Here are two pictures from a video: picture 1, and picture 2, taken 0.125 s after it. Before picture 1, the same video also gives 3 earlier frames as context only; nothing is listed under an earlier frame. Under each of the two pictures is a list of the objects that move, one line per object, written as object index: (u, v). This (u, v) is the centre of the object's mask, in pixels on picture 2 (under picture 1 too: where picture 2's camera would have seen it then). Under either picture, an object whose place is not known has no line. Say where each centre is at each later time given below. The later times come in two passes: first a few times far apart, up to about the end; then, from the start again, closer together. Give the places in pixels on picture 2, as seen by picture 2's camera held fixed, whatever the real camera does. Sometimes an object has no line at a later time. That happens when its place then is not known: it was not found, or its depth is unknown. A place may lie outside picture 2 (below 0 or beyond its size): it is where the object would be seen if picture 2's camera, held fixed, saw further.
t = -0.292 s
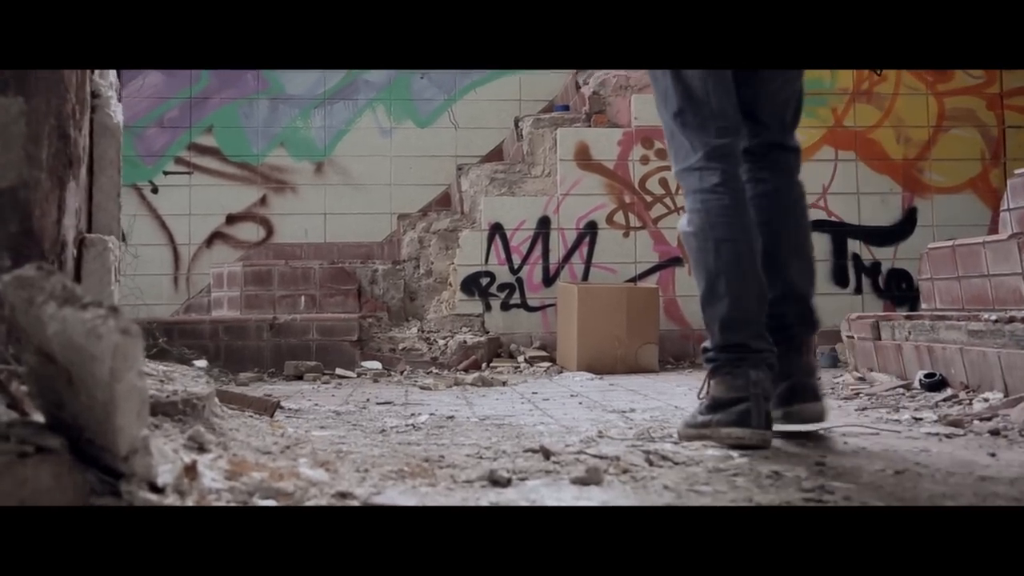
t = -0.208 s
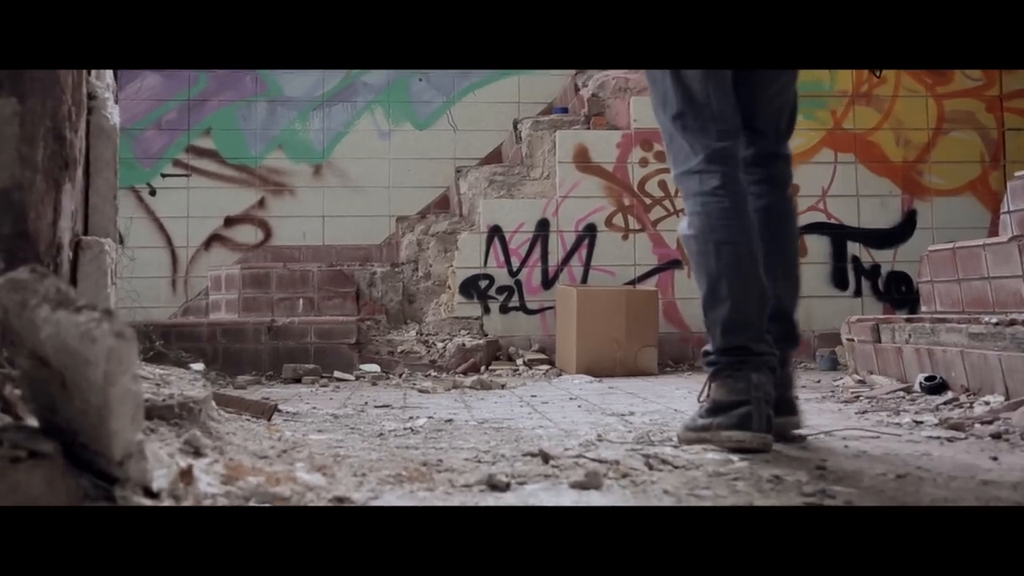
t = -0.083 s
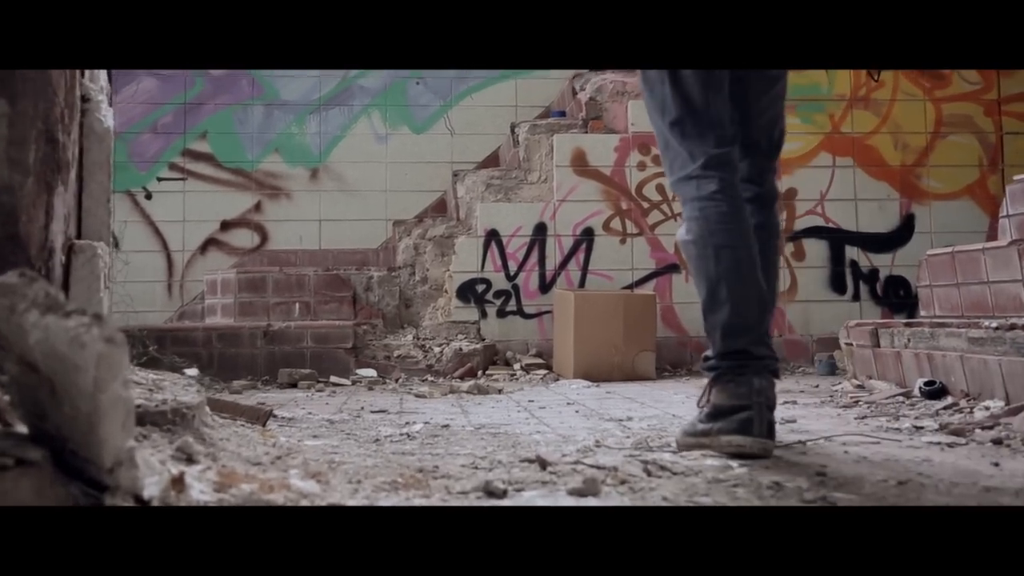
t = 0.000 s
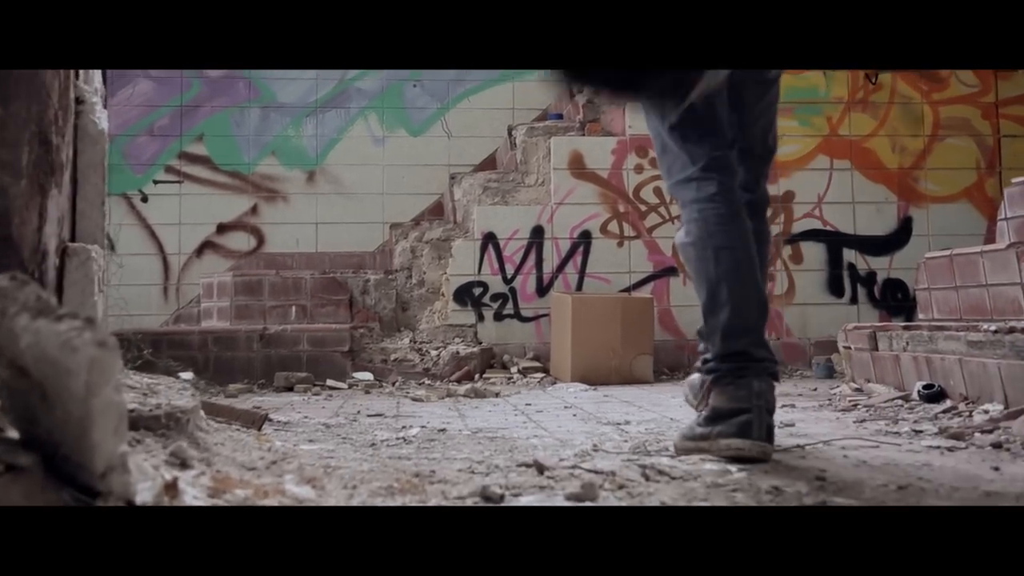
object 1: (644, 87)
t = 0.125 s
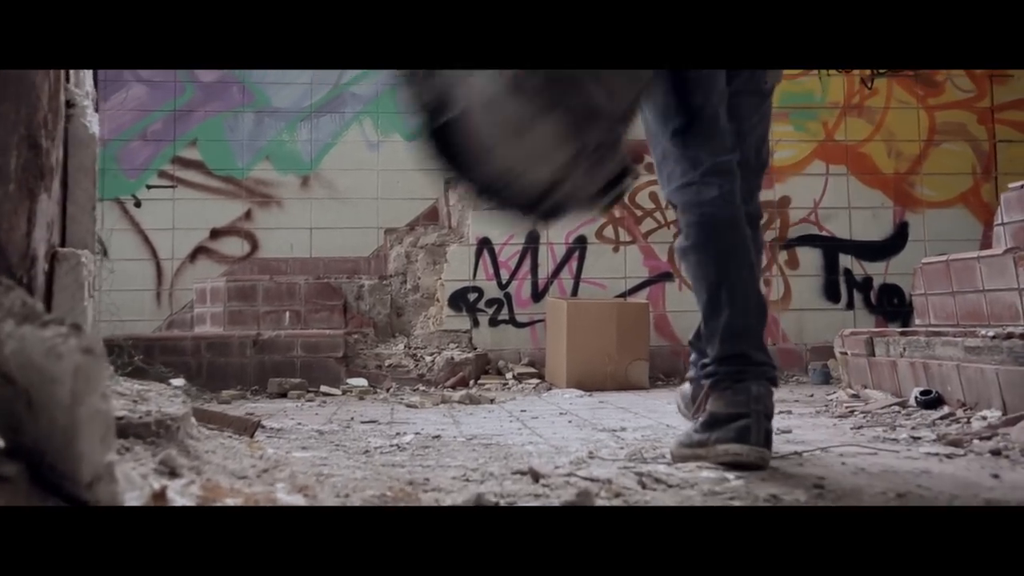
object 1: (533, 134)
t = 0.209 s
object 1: (474, 156)
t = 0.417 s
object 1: (328, 235)
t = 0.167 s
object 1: (508, 143)
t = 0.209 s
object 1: (474, 156)
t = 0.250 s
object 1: (435, 170)
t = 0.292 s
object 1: (400, 190)
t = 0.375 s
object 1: (354, 217)
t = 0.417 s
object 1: (328, 235)
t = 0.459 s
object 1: (300, 260)
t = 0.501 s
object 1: (275, 302)
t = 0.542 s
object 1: (255, 332)
